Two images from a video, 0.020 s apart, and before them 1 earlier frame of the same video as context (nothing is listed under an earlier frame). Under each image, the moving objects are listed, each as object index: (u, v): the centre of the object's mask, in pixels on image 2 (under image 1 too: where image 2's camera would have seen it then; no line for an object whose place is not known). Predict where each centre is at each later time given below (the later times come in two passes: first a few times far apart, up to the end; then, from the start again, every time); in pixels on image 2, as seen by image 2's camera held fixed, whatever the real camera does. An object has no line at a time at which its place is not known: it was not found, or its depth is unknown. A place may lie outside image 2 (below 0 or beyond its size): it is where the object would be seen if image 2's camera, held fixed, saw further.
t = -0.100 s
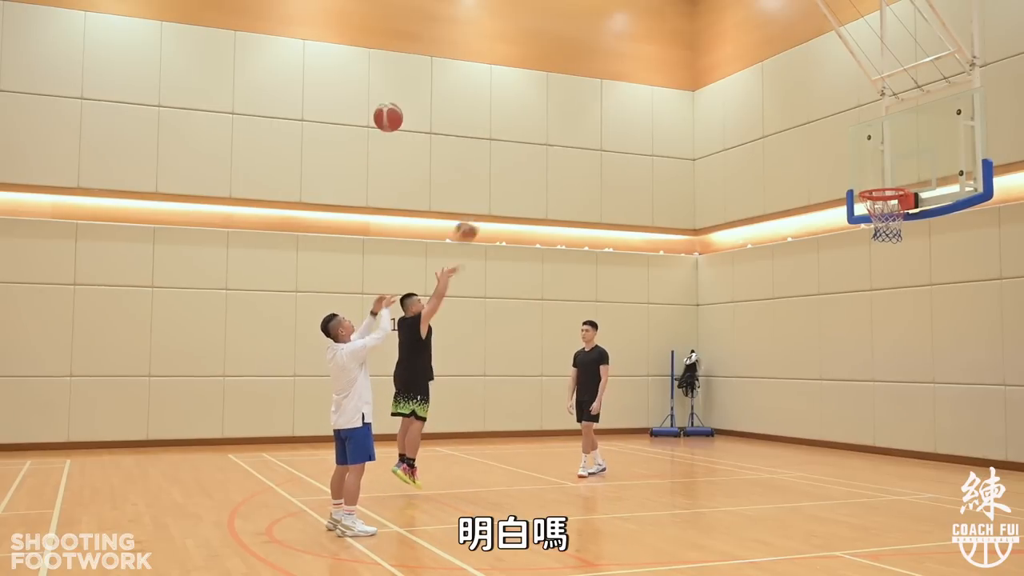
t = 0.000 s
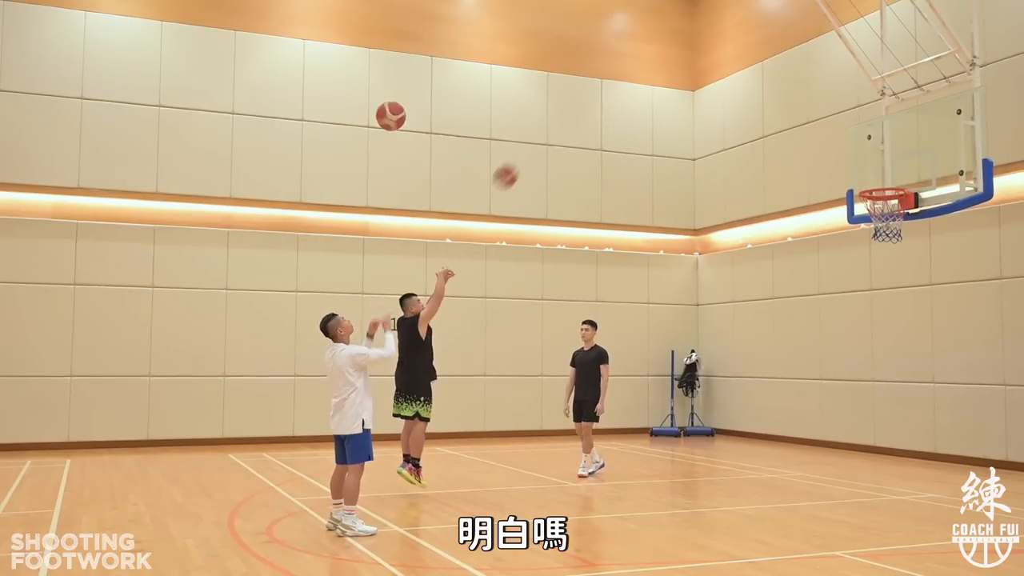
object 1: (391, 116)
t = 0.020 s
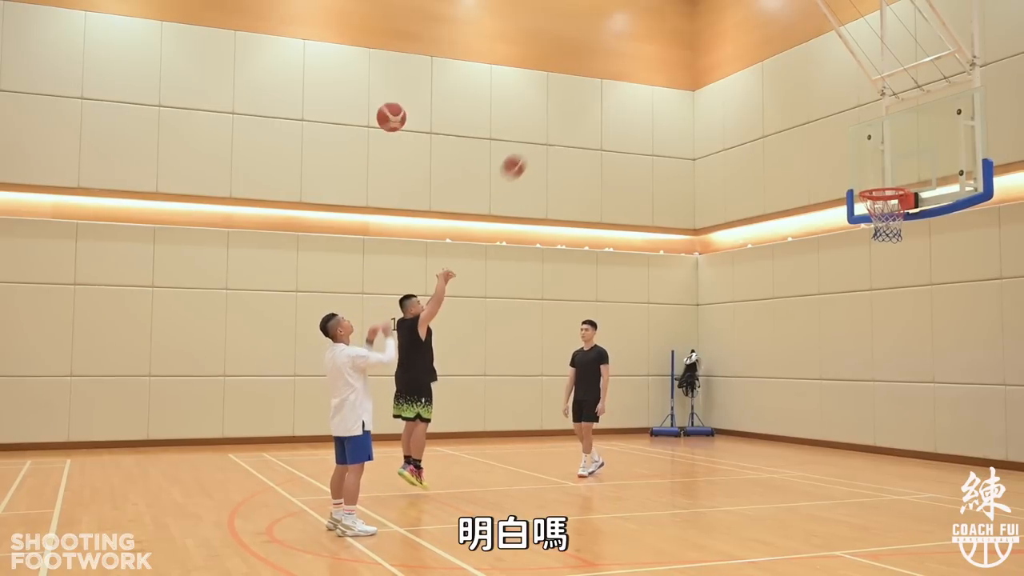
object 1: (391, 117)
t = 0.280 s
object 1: (396, 175)
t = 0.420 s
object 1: (399, 240)
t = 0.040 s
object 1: (391, 118)
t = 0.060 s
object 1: (392, 121)
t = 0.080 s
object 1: (392, 123)
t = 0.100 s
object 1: (393, 126)
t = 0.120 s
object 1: (393, 129)
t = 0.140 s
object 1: (393, 134)
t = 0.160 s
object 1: (394, 138)
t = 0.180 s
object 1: (394, 143)
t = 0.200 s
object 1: (395, 149)
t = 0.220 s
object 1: (395, 154)
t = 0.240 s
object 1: (395, 161)
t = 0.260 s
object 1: (396, 167)
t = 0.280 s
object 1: (396, 175)
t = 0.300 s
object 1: (397, 183)
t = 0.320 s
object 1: (397, 190)
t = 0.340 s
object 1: (397, 199)
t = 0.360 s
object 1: (398, 207)
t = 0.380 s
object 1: (398, 218)
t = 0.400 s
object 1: (399, 230)
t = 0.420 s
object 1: (399, 240)
